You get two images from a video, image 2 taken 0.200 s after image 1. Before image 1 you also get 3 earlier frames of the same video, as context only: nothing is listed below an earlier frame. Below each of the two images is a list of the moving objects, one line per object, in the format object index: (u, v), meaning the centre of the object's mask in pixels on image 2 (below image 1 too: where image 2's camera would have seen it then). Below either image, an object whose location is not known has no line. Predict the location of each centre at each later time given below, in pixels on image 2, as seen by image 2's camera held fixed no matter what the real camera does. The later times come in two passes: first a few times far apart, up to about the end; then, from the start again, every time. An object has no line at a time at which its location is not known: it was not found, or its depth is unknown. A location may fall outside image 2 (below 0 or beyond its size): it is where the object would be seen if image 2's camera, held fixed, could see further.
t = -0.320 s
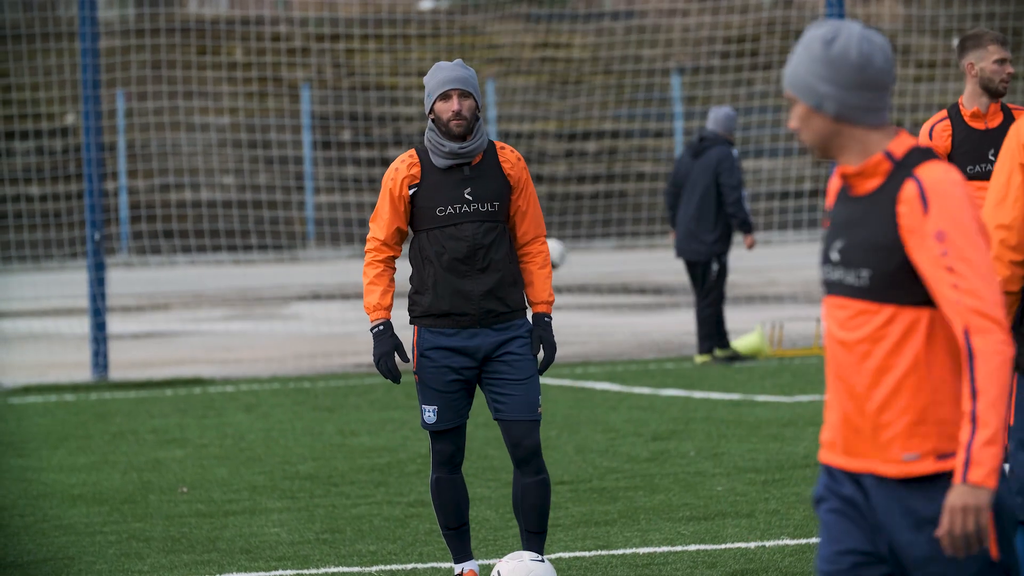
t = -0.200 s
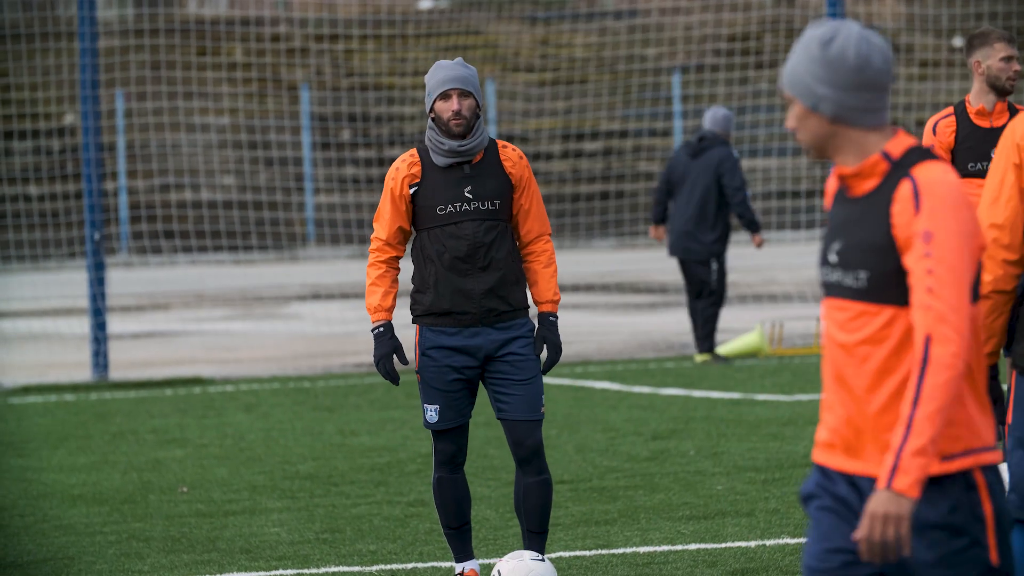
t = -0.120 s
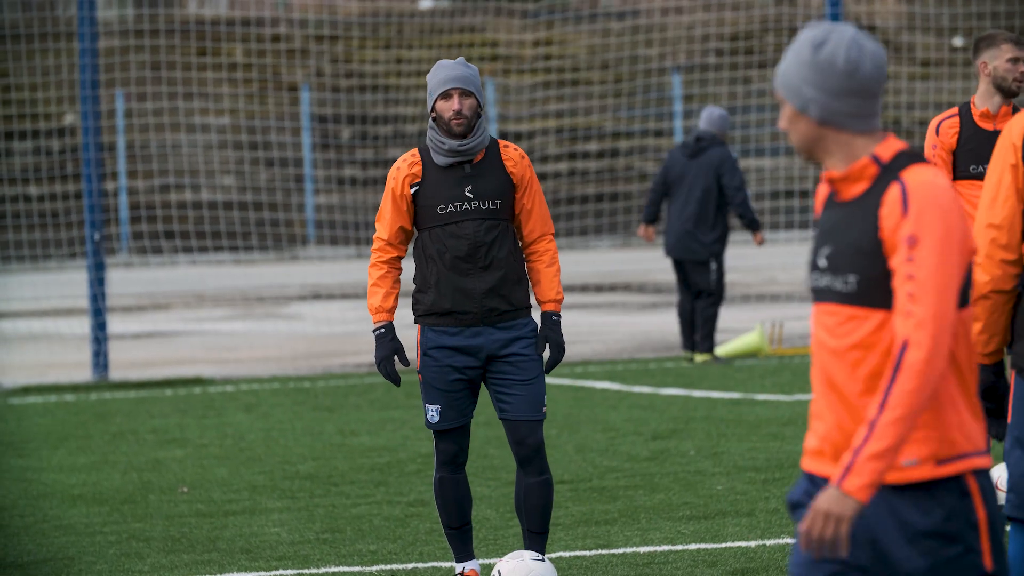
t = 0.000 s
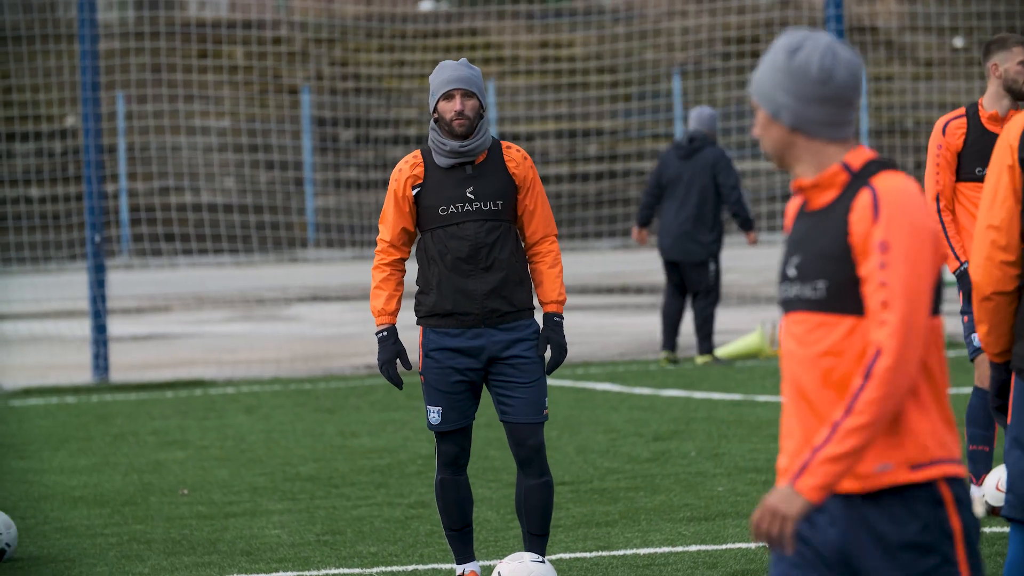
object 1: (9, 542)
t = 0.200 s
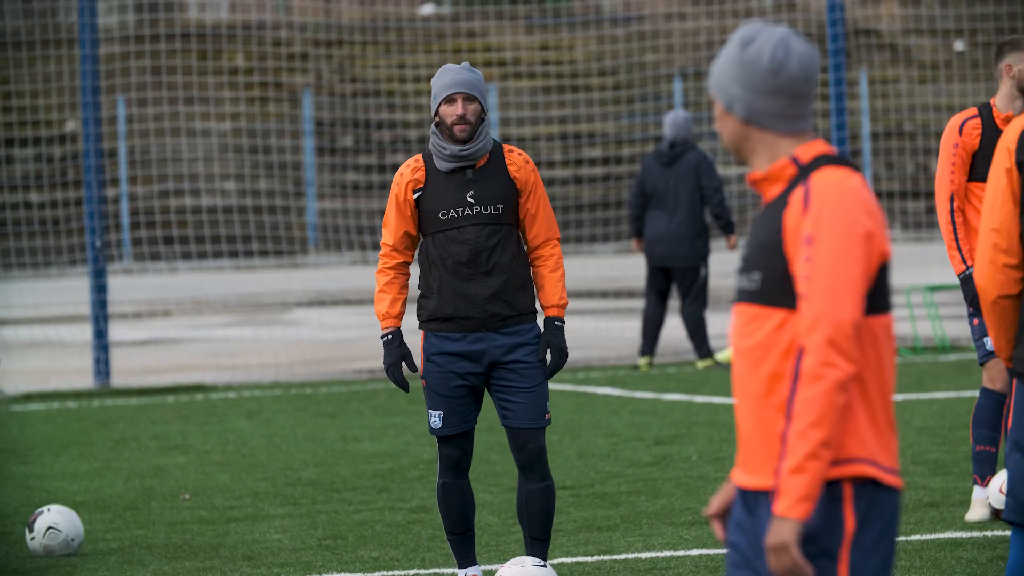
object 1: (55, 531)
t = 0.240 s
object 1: (65, 530)
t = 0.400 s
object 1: (96, 523)
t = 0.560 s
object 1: (122, 518)
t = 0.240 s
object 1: (65, 530)
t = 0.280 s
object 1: (73, 529)
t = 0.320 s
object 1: (81, 525)
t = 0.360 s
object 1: (88, 525)
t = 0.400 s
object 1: (96, 523)
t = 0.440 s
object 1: (102, 523)
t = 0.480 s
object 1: (109, 521)
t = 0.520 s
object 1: (115, 520)
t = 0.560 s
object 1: (122, 518)
